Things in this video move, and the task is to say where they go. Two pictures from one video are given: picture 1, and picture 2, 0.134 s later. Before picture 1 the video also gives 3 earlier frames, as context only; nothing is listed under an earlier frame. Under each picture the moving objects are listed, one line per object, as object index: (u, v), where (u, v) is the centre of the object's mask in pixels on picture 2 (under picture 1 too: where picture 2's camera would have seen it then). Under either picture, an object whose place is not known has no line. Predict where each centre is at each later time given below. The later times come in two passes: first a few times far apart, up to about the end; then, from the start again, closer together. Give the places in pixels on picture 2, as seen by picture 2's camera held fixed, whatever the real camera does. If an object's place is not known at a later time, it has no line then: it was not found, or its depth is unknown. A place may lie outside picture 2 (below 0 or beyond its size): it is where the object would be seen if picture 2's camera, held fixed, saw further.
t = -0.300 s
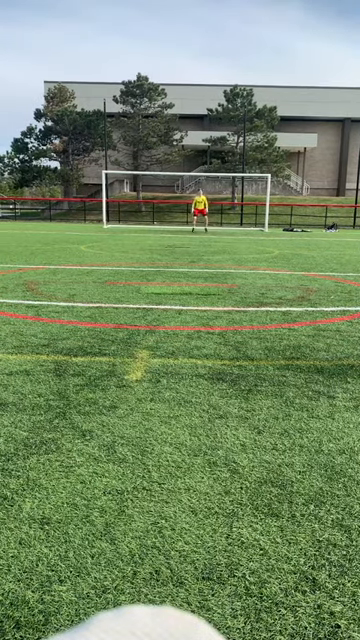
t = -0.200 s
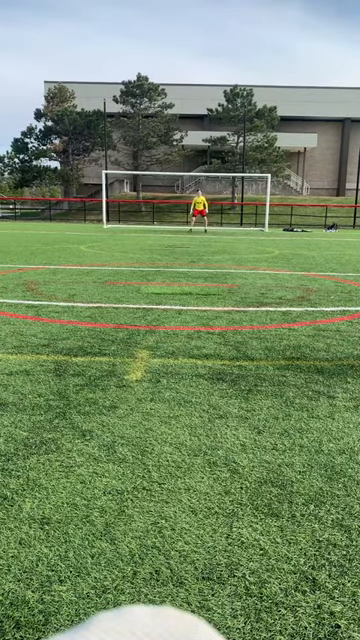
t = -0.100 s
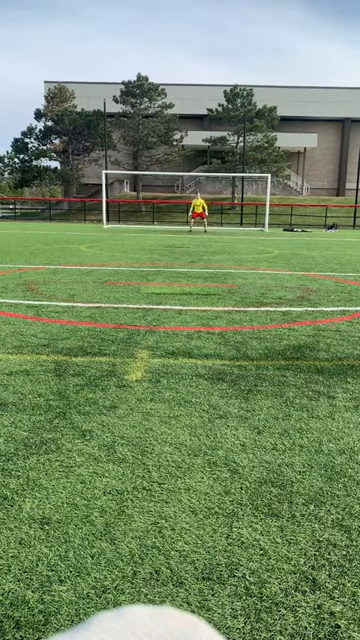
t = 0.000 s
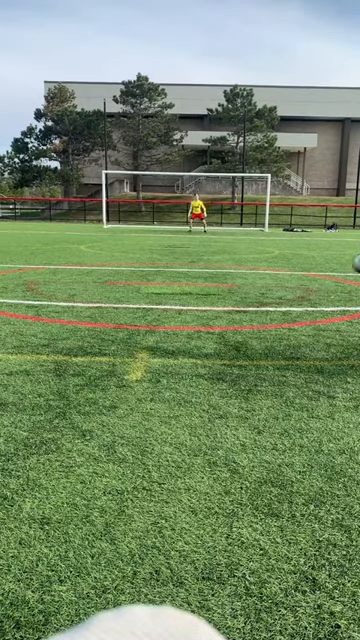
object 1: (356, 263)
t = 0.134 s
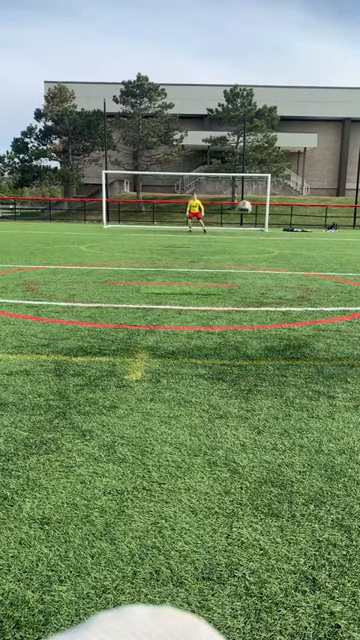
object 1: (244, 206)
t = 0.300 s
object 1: (182, 188)
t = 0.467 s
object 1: (154, 190)
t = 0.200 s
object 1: (213, 196)
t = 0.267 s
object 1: (191, 189)
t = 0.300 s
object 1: (182, 188)
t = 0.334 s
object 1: (175, 187)
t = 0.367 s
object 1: (168, 187)
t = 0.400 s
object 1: (163, 187)
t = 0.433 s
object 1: (158, 188)
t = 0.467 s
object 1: (154, 190)
